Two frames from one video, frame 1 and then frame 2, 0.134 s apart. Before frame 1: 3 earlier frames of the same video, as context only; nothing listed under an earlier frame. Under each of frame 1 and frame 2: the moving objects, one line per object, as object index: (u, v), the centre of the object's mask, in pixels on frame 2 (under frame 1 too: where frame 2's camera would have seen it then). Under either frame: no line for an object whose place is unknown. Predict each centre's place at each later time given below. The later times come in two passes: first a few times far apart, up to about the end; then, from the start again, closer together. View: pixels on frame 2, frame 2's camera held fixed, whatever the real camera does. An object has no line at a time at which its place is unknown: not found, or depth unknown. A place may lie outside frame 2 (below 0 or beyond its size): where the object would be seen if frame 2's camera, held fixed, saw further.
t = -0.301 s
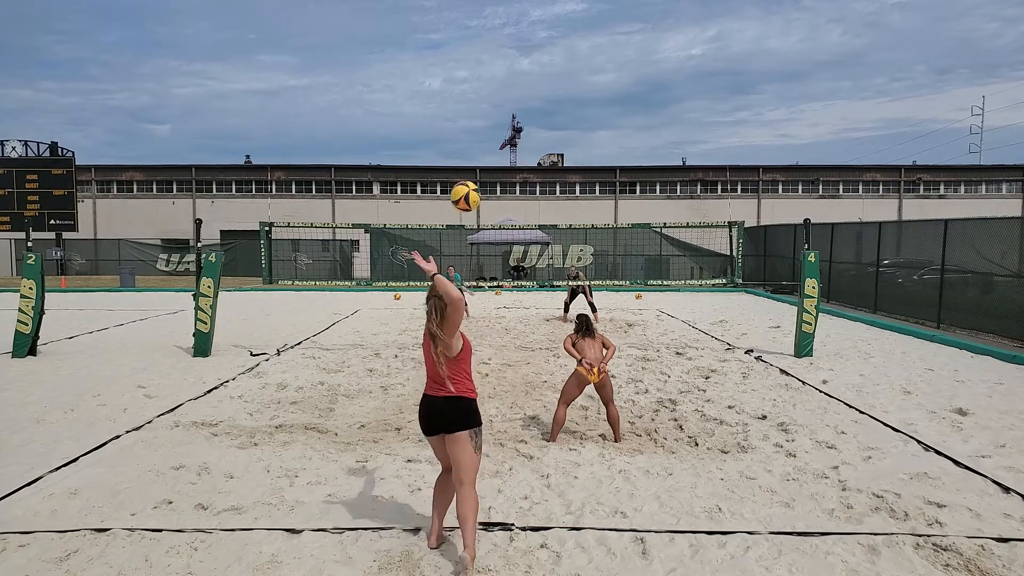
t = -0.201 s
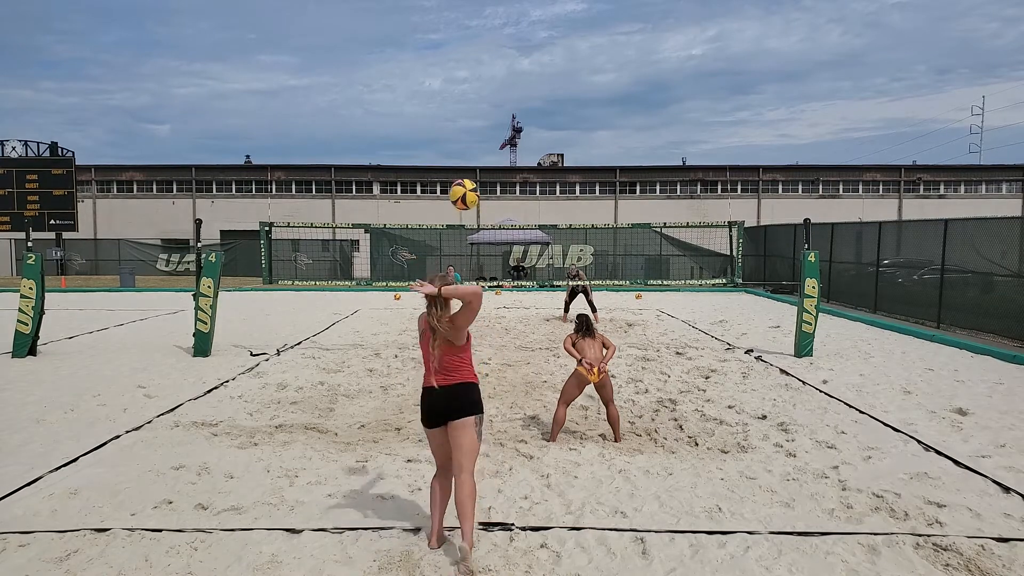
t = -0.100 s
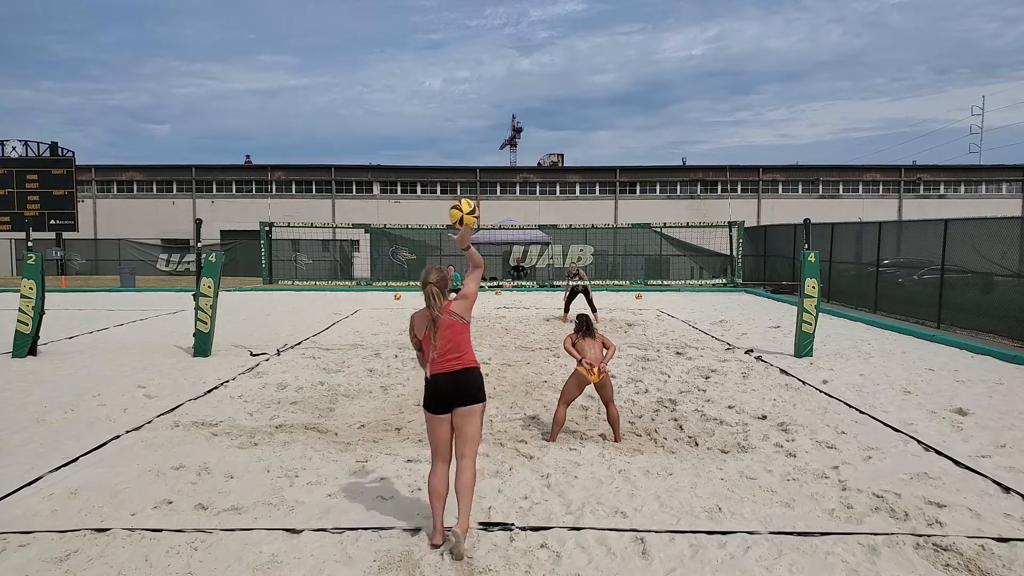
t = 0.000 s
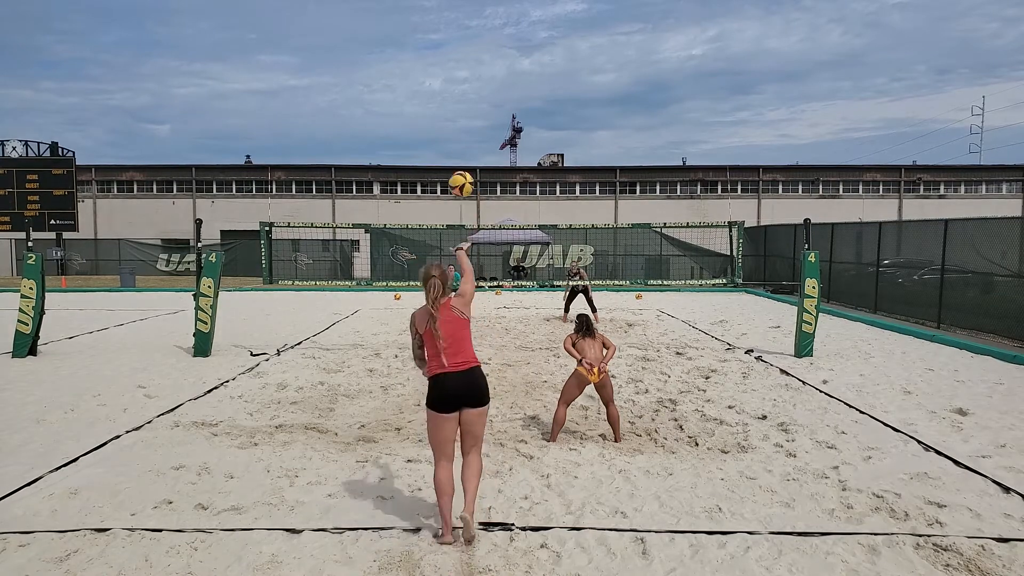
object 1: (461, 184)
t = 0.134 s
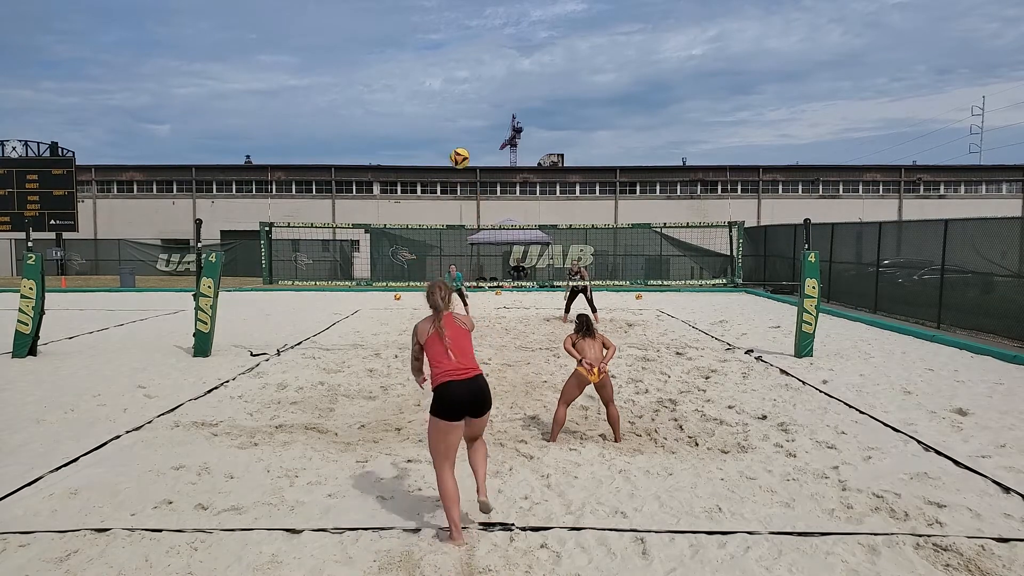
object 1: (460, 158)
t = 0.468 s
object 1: (465, 167)
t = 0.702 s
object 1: (470, 204)
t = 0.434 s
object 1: (465, 163)
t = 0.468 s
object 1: (465, 167)
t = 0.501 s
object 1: (466, 171)
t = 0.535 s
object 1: (467, 175)
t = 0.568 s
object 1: (468, 181)
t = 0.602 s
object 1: (469, 186)
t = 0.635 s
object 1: (469, 192)
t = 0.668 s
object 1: (469, 196)
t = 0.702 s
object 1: (470, 204)
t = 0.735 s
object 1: (471, 211)
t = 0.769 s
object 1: (471, 217)
